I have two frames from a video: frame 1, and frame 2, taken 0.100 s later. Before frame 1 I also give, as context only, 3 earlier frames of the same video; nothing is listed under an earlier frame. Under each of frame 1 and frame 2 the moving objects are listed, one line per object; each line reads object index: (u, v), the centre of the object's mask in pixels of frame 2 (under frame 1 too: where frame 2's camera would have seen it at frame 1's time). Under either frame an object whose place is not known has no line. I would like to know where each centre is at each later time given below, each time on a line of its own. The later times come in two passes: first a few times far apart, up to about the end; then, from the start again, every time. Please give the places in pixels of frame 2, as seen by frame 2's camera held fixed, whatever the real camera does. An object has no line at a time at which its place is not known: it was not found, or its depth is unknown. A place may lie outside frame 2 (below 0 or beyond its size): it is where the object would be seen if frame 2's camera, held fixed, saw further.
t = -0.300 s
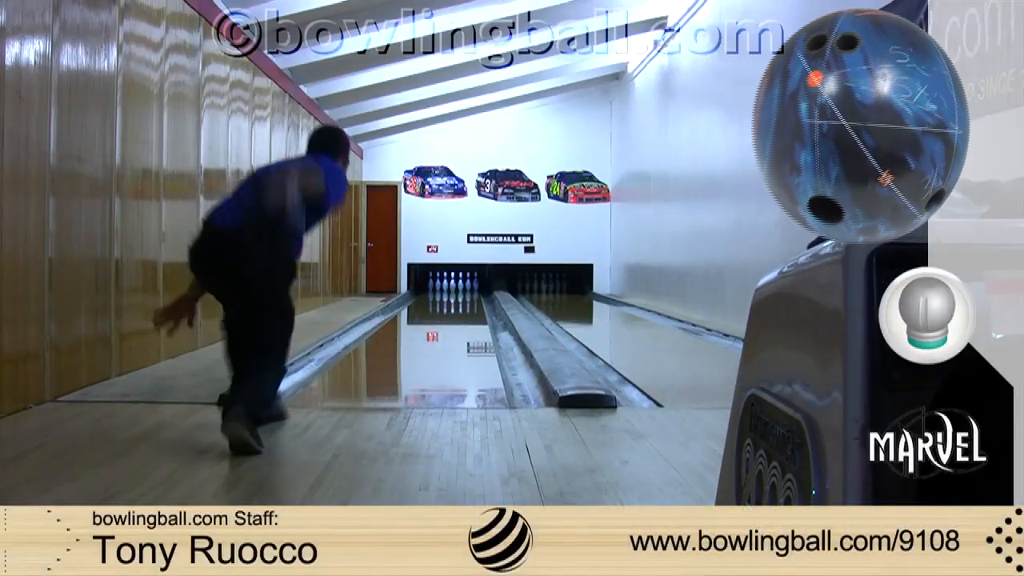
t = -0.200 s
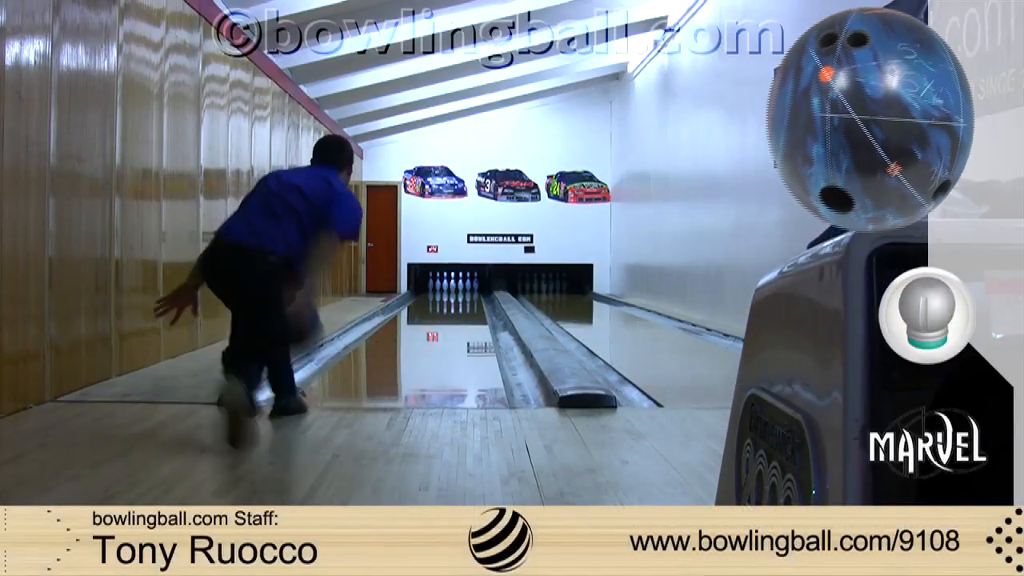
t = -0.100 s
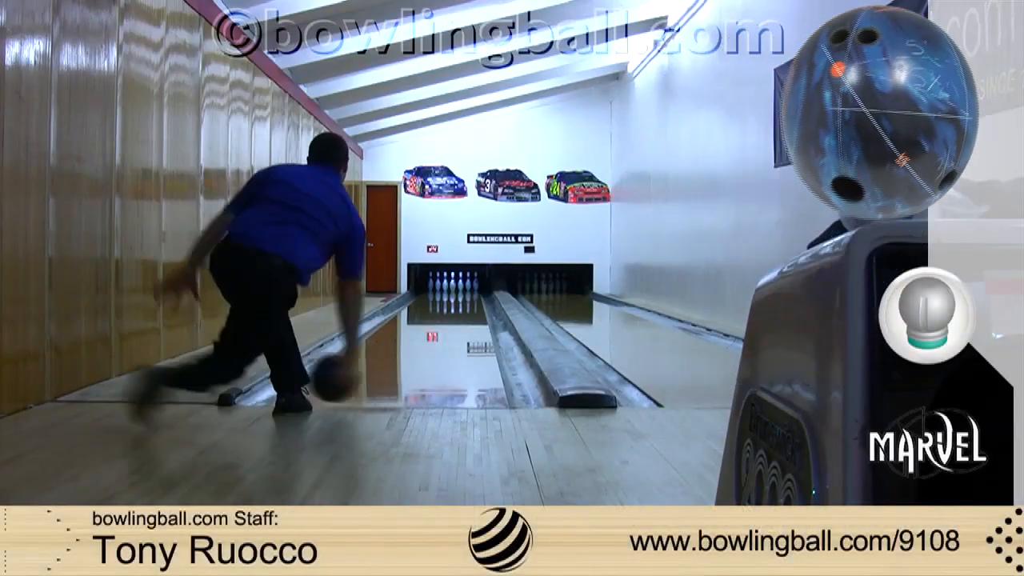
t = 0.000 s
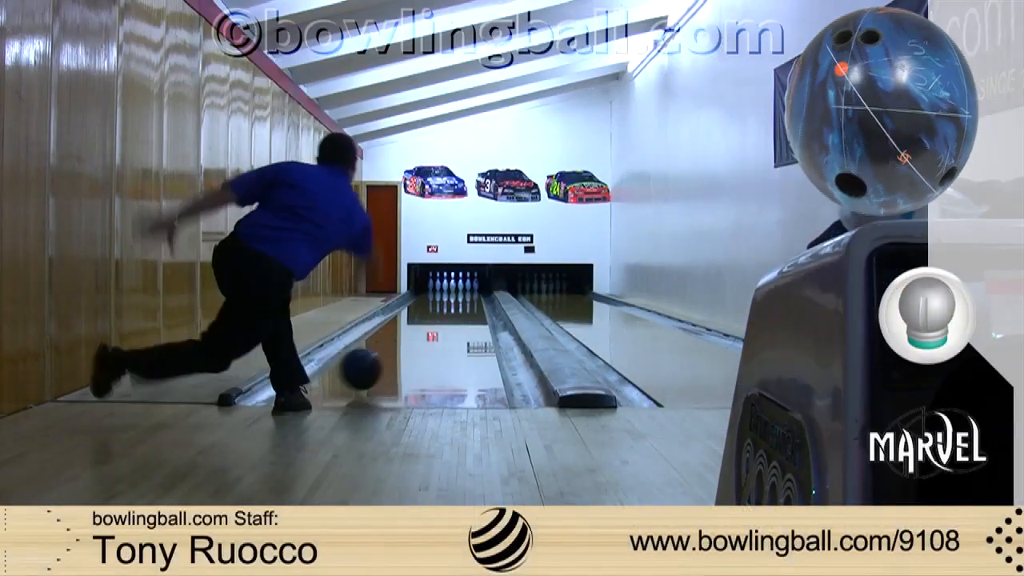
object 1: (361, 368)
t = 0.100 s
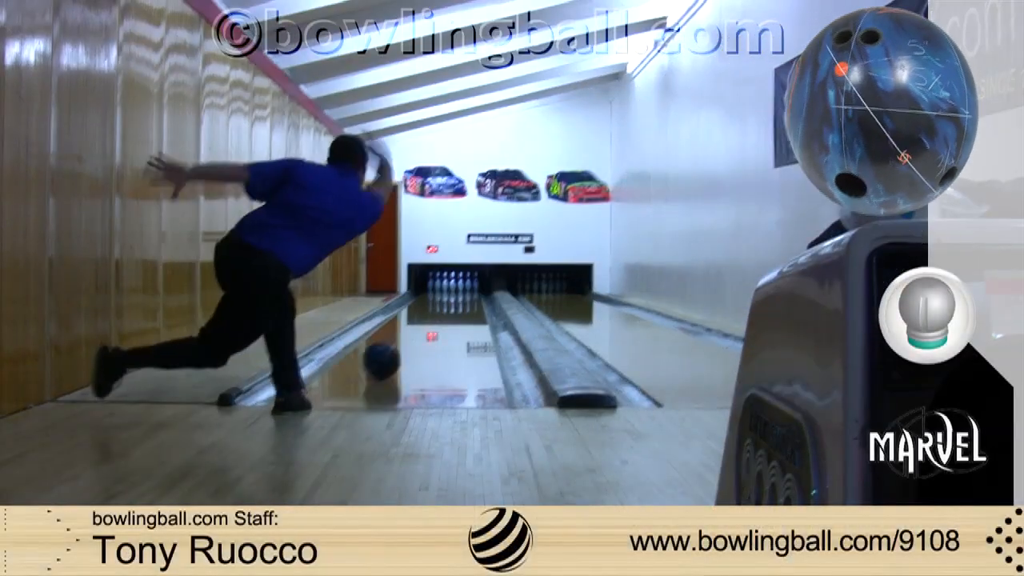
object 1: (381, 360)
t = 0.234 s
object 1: (402, 347)
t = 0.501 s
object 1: (430, 328)
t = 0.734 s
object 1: (446, 317)
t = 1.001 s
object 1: (457, 308)
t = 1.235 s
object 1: (465, 302)
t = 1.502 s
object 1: (470, 297)
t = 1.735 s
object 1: (471, 294)
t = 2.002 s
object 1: (468, 291)
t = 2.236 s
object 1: (462, 288)
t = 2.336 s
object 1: (459, 286)
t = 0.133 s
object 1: (388, 357)
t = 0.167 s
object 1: (393, 353)
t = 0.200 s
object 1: (398, 350)
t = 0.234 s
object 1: (402, 347)
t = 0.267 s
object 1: (407, 343)
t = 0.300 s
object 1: (411, 341)
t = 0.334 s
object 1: (415, 339)
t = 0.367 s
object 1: (419, 336)
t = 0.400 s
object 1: (422, 334)
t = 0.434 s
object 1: (425, 332)
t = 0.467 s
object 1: (428, 330)
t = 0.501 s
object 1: (430, 328)
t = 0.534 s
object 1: (433, 326)
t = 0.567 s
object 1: (436, 325)
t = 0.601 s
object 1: (438, 323)
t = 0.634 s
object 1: (440, 321)
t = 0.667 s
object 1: (442, 320)
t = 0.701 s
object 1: (444, 318)
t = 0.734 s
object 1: (446, 317)
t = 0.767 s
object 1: (447, 316)
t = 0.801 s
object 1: (450, 314)
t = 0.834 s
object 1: (451, 313)
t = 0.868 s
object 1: (452, 312)
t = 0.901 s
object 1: (454, 311)
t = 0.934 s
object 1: (455, 310)
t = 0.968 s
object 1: (456, 309)
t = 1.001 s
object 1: (457, 308)
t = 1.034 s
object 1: (459, 307)
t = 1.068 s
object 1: (460, 307)
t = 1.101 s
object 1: (461, 306)
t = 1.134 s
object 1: (461, 305)
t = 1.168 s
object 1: (462, 304)
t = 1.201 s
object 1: (464, 303)
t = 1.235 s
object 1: (465, 302)
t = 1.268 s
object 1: (465, 302)
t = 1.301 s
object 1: (466, 301)
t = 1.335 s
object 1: (466, 301)
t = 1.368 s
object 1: (467, 300)
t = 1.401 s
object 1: (468, 300)
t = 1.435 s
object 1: (469, 299)
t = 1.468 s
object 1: (470, 299)
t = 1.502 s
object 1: (470, 297)
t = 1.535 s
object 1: (470, 297)
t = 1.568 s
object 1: (471, 296)
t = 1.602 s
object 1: (470, 295)
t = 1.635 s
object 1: (471, 295)
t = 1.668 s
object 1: (471, 294)
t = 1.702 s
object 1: (471, 294)
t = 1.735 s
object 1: (471, 294)
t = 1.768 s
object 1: (471, 293)
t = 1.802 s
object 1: (471, 293)
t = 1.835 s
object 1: (471, 293)
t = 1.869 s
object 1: (470, 292)
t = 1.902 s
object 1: (470, 292)
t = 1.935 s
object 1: (469, 291)
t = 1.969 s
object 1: (469, 291)
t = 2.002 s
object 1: (468, 291)
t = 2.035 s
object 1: (469, 290)
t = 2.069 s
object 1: (469, 289)
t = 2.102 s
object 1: (468, 289)
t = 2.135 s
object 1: (466, 289)
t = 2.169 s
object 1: (464, 288)
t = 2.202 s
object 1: (463, 288)
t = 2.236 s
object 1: (462, 288)
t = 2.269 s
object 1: (462, 287)
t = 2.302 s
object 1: (460, 286)
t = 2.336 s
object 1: (459, 286)
